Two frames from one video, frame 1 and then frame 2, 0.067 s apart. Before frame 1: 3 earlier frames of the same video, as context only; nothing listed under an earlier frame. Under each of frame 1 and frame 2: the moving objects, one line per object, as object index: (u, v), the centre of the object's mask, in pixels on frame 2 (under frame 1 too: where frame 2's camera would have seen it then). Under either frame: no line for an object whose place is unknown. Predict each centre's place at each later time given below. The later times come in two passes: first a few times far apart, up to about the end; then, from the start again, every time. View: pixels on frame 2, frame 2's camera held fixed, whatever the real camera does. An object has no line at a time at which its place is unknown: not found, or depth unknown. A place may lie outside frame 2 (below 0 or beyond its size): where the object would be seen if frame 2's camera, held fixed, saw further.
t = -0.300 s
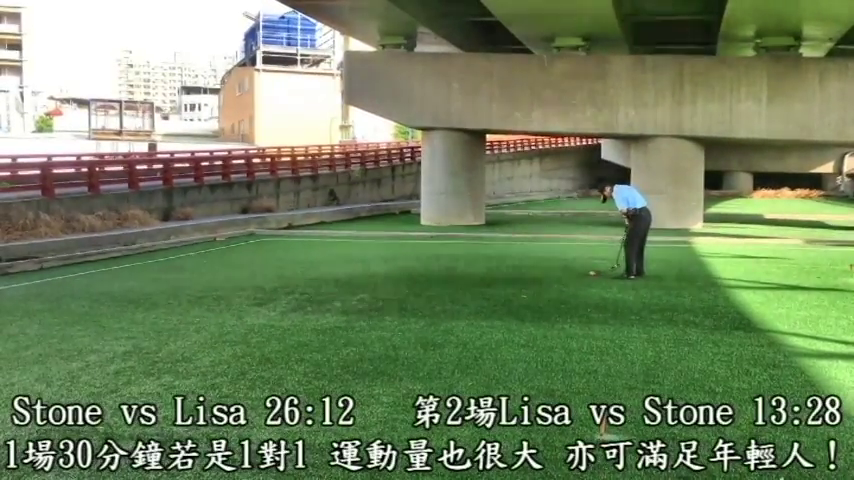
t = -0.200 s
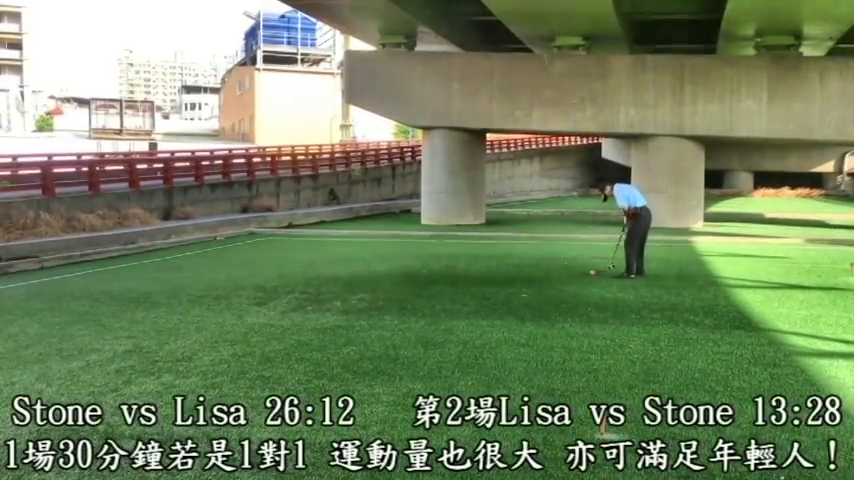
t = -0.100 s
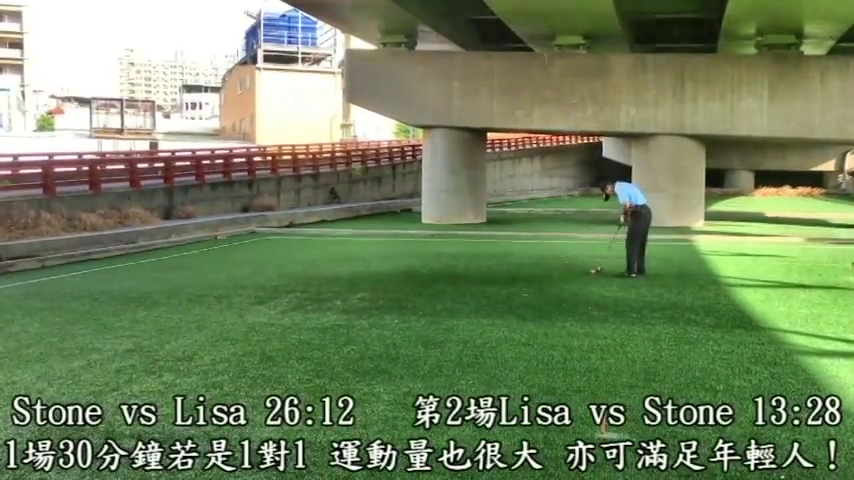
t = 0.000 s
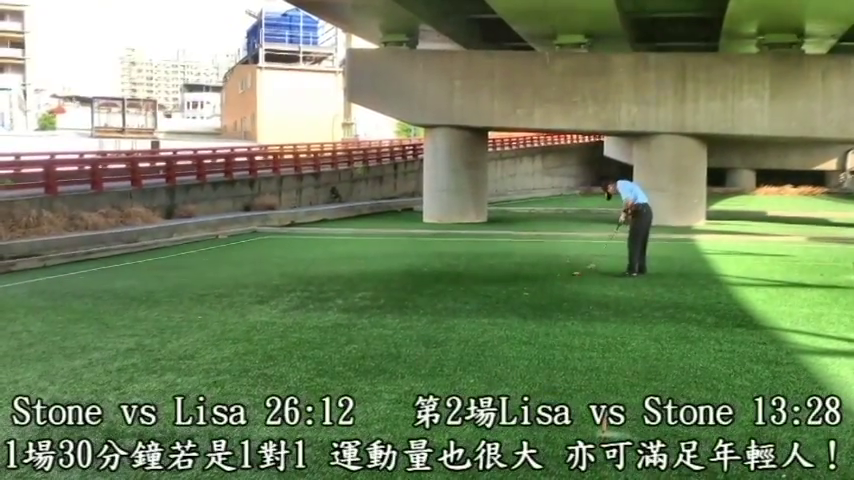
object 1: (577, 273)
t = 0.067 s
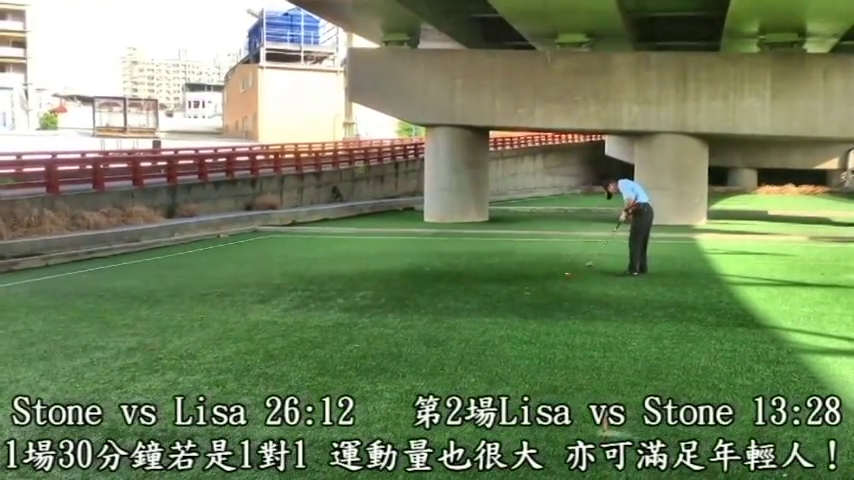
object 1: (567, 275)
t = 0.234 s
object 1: (541, 279)
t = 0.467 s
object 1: (505, 284)
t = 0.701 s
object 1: (470, 291)
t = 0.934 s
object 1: (432, 298)
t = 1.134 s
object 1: (397, 304)
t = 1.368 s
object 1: (354, 311)
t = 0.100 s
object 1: (560, 276)
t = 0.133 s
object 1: (555, 276)
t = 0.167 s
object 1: (551, 277)
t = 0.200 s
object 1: (546, 279)
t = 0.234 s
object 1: (541, 279)
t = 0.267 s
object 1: (535, 280)
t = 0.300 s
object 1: (530, 280)
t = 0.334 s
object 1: (526, 281)
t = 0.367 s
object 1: (520, 281)
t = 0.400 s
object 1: (516, 281)
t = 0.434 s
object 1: (510, 283)
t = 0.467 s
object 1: (505, 284)
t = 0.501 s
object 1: (500, 285)
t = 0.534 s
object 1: (495, 286)
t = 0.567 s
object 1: (490, 287)
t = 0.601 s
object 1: (485, 288)
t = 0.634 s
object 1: (480, 289)
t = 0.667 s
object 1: (474, 290)
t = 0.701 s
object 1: (470, 291)
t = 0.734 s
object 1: (464, 292)
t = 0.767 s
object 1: (459, 292)
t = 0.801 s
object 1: (453, 293)
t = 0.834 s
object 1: (448, 294)
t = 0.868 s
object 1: (442, 295)
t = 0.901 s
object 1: (437, 296)
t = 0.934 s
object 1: (432, 298)
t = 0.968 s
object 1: (426, 299)
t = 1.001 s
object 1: (420, 299)
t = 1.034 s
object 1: (415, 300)
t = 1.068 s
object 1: (409, 301)
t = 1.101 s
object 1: (404, 303)
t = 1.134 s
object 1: (397, 304)
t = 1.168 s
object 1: (392, 304)
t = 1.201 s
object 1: (384, 305)
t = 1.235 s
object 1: (379, 306)
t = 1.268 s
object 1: (373, 308)
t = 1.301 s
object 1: (367, 309)
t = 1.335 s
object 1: (359, 309)
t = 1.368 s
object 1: (354, 311)
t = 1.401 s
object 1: (347, 312)
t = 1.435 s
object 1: (342, 314)
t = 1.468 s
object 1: (336, 315)
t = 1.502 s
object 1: (329, 316)
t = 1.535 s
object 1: (323, 317)
